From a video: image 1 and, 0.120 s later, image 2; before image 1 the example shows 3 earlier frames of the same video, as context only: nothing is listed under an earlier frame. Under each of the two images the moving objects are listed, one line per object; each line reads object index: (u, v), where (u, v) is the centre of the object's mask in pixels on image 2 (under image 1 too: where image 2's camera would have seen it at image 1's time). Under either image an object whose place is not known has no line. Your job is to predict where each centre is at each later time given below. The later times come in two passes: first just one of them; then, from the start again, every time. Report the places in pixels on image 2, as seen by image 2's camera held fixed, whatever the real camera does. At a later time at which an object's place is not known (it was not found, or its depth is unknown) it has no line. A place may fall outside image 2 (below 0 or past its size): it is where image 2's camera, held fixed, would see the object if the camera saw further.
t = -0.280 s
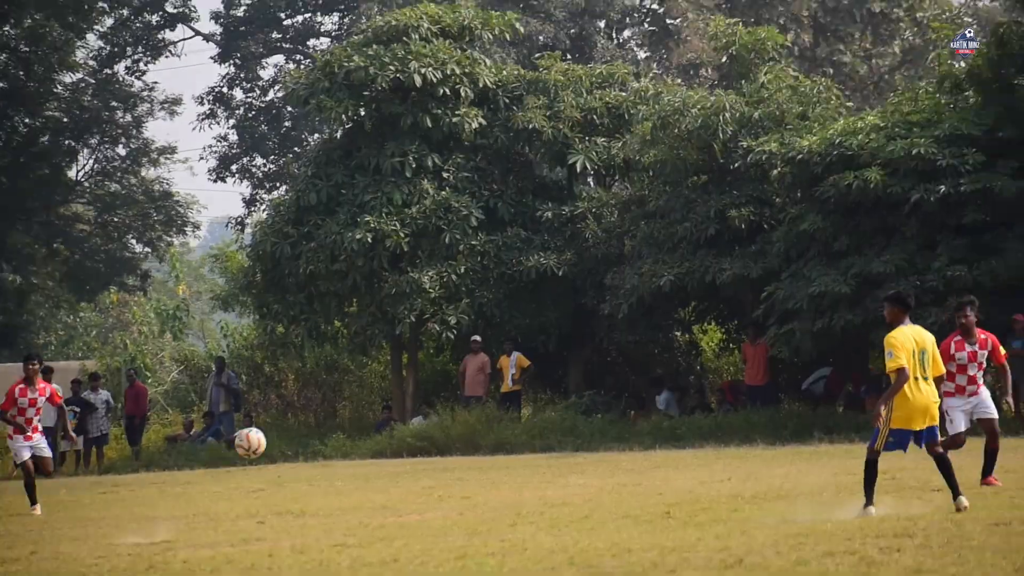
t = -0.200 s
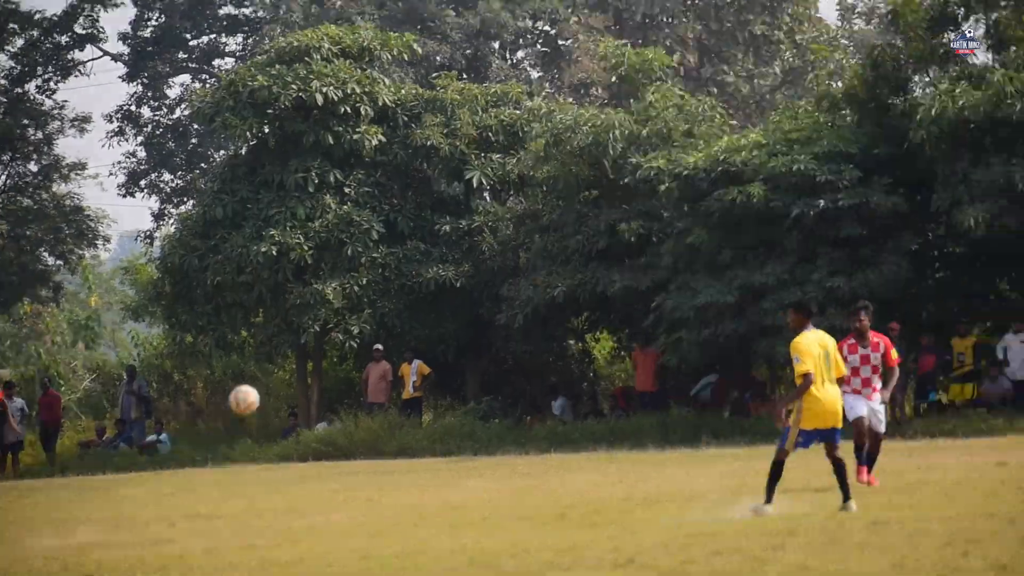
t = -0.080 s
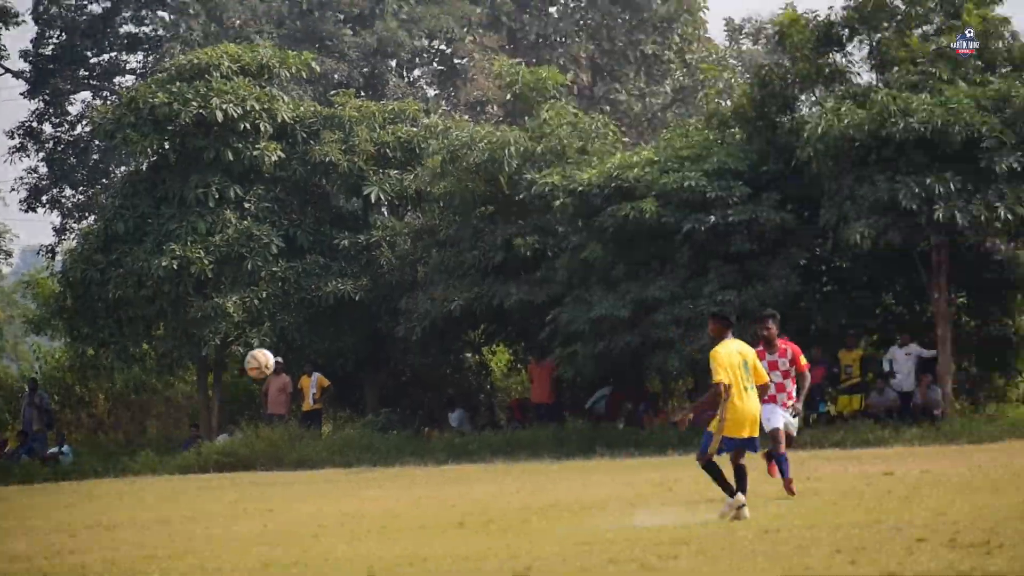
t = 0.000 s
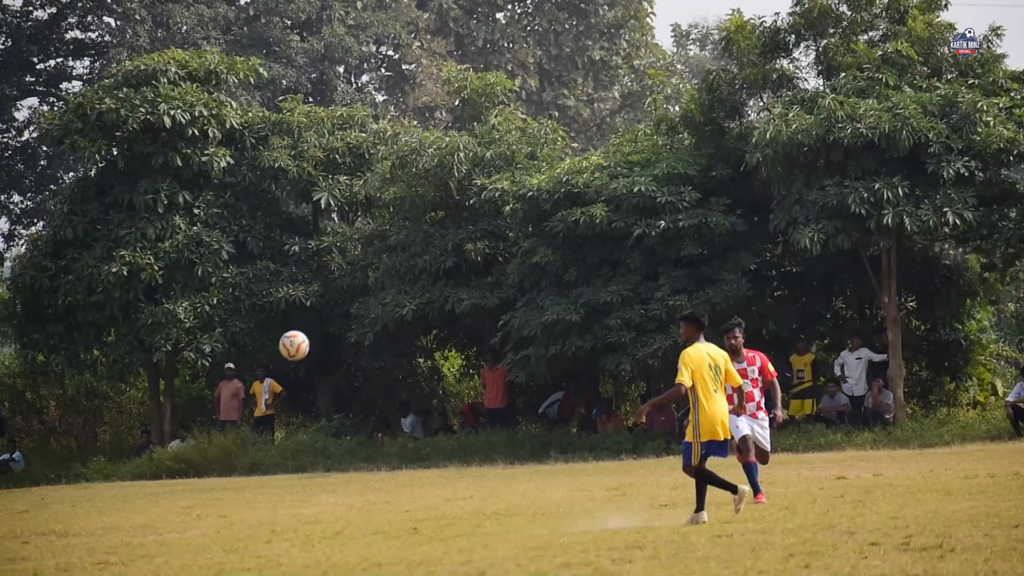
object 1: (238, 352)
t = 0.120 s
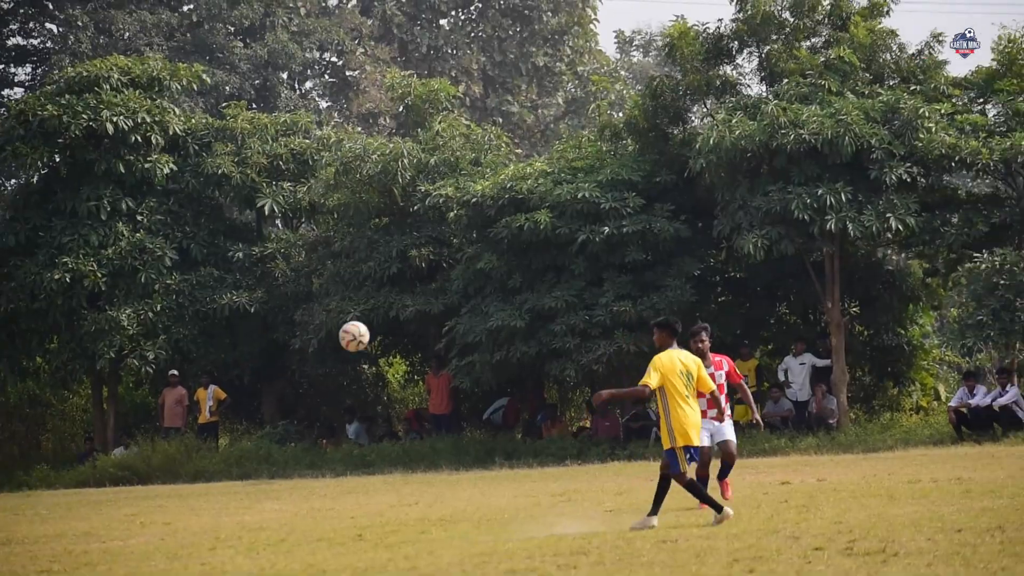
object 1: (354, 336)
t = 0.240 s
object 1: (471, 342)
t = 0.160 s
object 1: (404, 336)
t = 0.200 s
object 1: (438, 338)
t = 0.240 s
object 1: (471, 342)
